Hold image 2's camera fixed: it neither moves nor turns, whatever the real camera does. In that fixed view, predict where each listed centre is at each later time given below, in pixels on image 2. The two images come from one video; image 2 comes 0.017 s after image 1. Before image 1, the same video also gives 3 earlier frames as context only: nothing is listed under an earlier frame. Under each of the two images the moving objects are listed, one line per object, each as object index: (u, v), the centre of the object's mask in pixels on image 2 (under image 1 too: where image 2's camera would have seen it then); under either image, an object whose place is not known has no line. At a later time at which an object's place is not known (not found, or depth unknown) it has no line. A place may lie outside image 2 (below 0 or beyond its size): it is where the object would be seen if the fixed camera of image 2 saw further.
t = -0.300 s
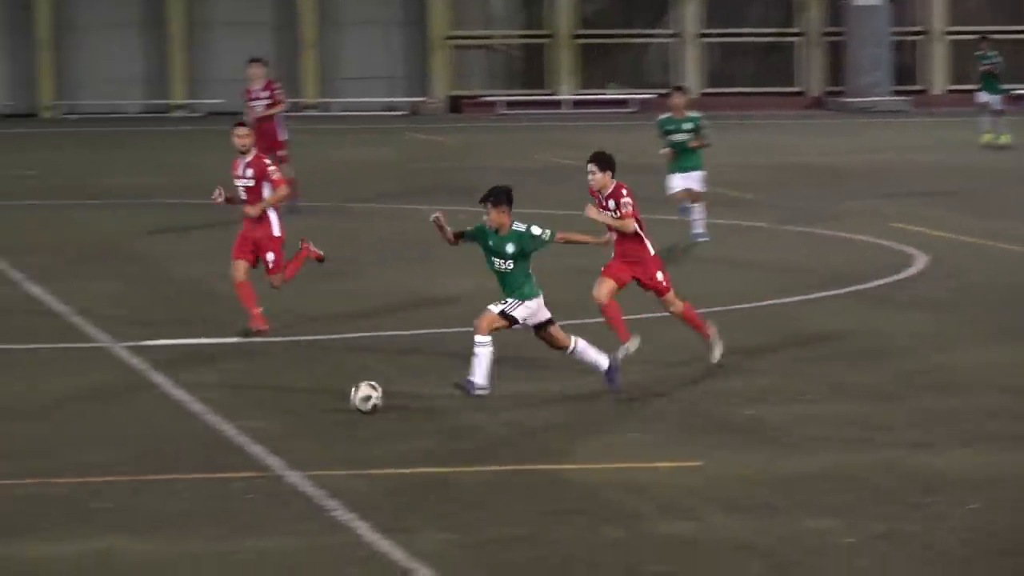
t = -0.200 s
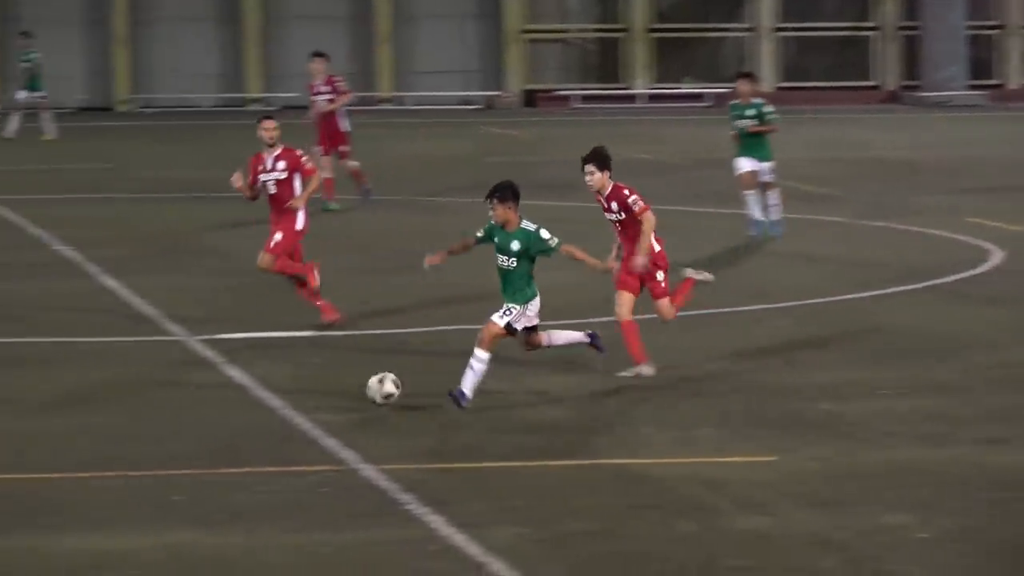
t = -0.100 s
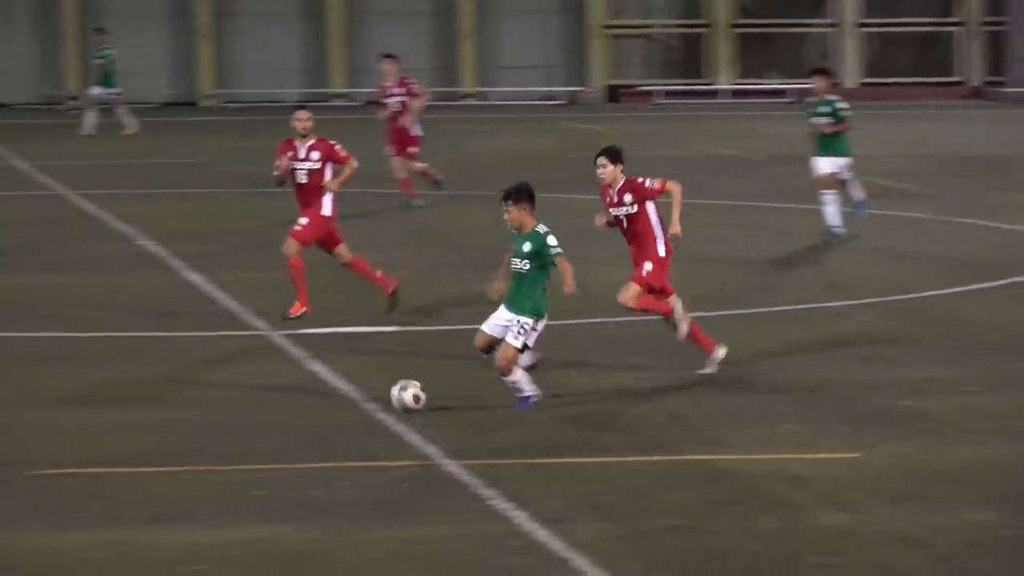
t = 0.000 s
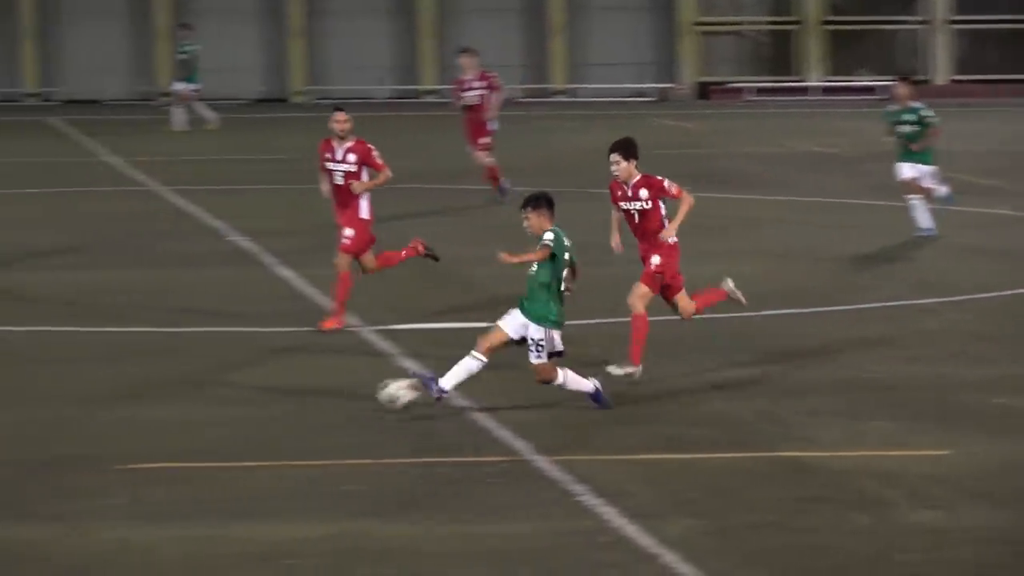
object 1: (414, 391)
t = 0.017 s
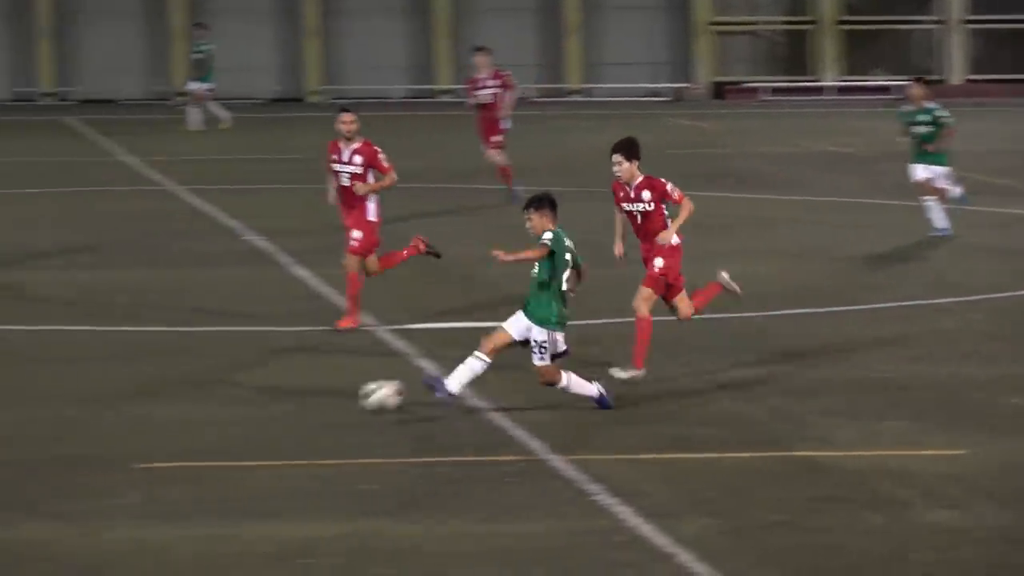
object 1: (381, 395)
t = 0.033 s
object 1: (346, 400)
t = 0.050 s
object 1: (311, 403)
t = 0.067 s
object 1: (274, 410)
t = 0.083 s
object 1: (238, 416)
